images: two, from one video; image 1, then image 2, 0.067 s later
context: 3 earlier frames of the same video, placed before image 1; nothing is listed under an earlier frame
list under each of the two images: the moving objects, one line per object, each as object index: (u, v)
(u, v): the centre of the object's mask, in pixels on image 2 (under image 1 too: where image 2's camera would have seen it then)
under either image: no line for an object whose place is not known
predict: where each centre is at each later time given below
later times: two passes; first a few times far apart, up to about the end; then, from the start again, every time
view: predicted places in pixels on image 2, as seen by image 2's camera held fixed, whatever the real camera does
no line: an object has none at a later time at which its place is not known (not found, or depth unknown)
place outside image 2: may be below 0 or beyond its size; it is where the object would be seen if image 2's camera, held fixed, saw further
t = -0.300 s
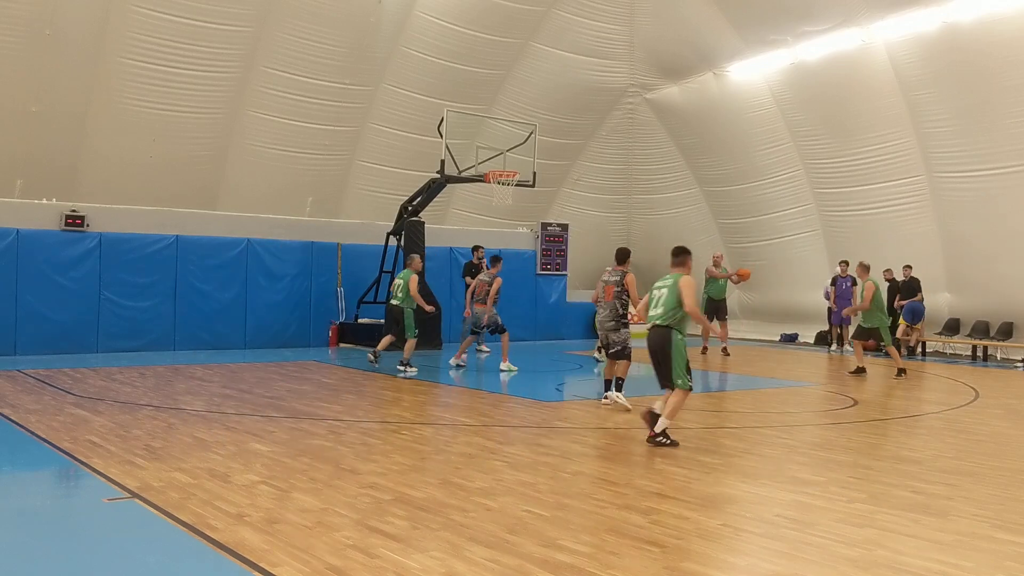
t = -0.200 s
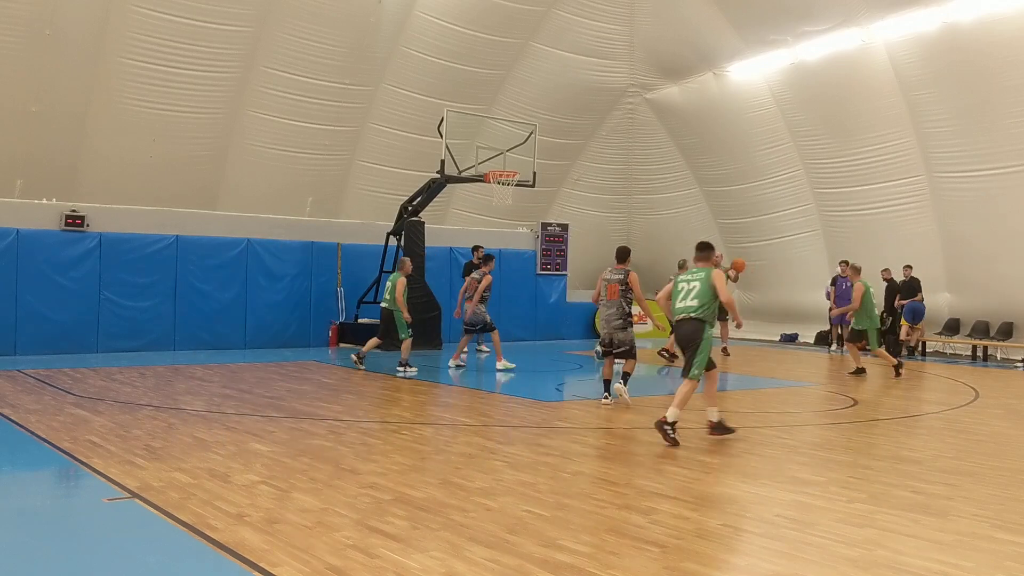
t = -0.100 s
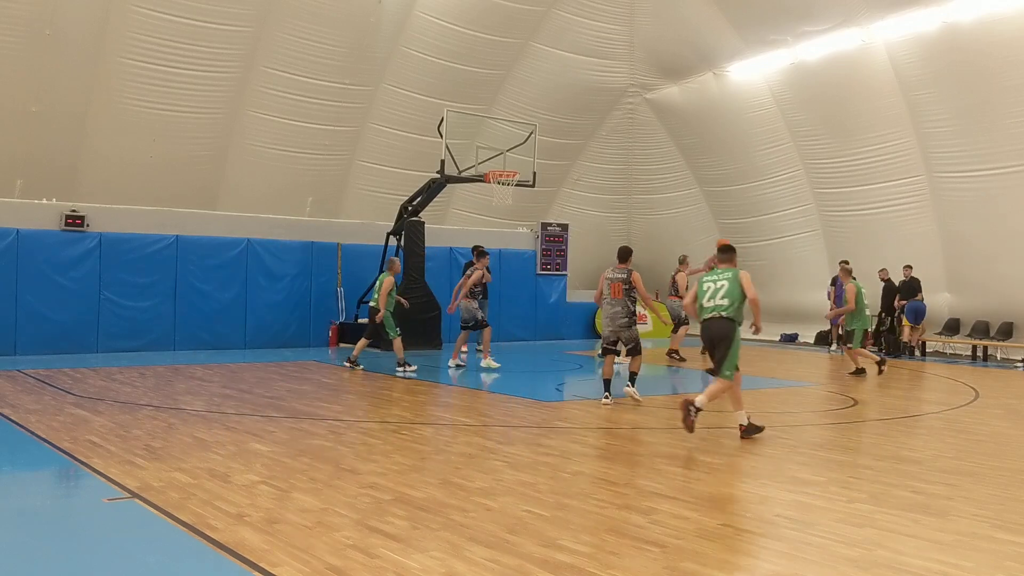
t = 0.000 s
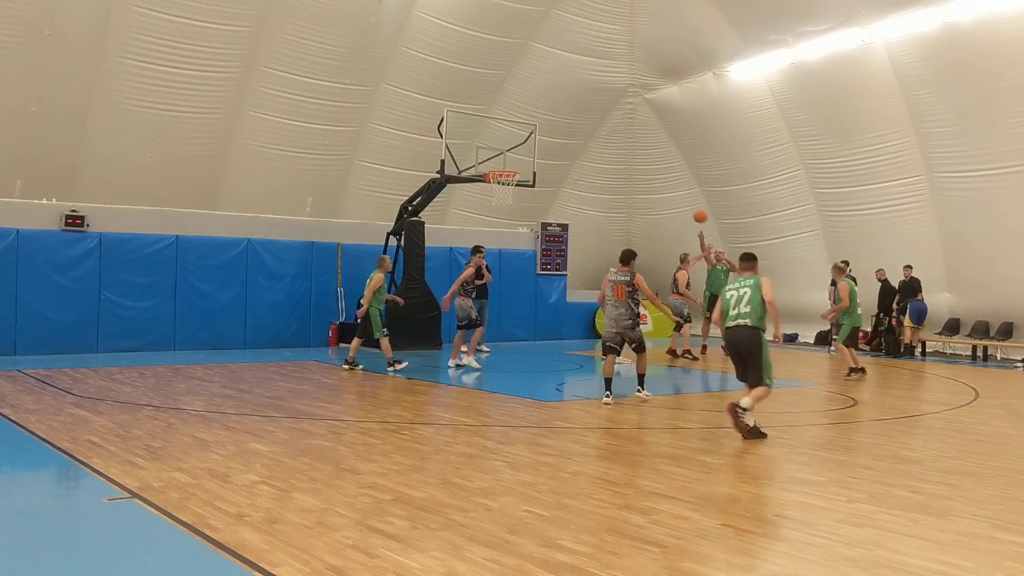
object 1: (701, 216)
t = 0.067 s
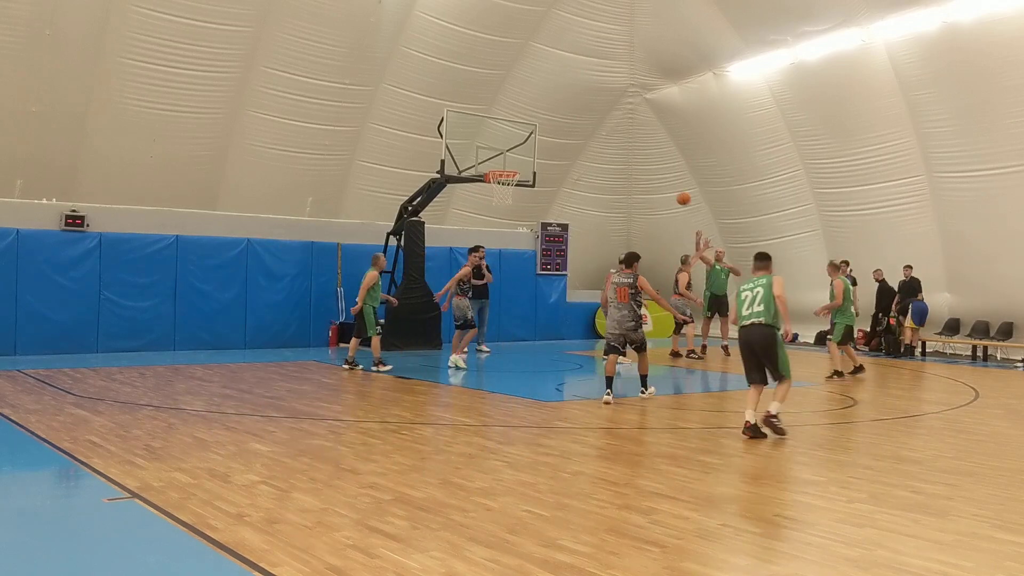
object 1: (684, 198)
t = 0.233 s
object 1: (639, 163)
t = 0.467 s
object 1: (572, 136)
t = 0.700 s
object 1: (499, 141)
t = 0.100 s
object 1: (675, 190)
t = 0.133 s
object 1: (666, 182)
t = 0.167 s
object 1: (657, 176)
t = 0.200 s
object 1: (648, 169)
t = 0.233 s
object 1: (639, 163)
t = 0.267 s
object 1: (630, 157)
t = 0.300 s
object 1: (621, 152)
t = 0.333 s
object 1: (611, 148)
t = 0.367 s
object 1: (602, 144)
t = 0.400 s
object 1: (592, 141)
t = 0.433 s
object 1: (582, 138)
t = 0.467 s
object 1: (572, 136)
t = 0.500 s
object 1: (563, 135)
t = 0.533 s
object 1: (553, 134)
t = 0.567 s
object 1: (542, 134)
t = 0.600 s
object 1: (531, 135)
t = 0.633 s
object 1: (521, 136)
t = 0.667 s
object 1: (510, 138)
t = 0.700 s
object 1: (499, 141)
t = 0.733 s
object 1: (488, 144)
